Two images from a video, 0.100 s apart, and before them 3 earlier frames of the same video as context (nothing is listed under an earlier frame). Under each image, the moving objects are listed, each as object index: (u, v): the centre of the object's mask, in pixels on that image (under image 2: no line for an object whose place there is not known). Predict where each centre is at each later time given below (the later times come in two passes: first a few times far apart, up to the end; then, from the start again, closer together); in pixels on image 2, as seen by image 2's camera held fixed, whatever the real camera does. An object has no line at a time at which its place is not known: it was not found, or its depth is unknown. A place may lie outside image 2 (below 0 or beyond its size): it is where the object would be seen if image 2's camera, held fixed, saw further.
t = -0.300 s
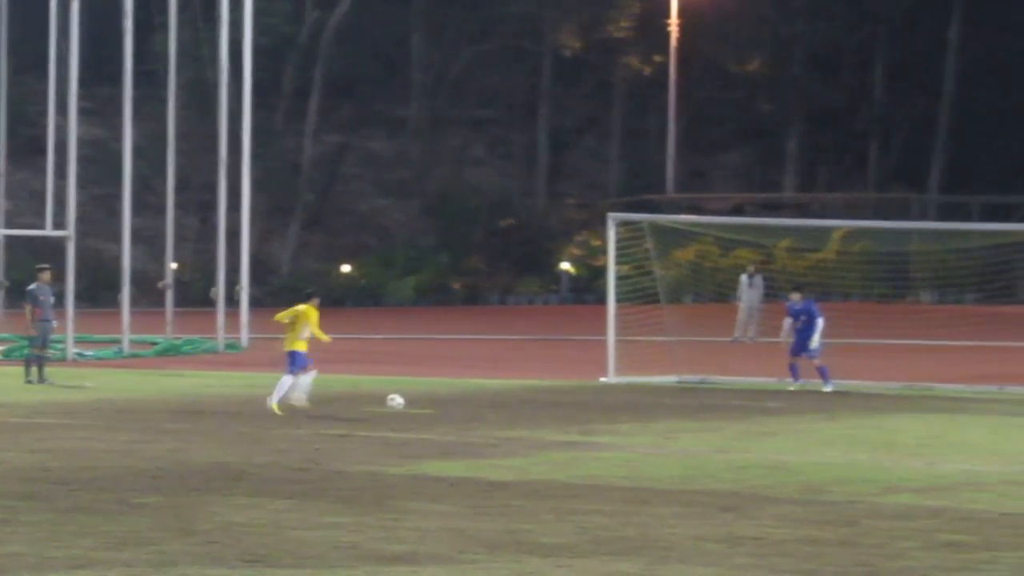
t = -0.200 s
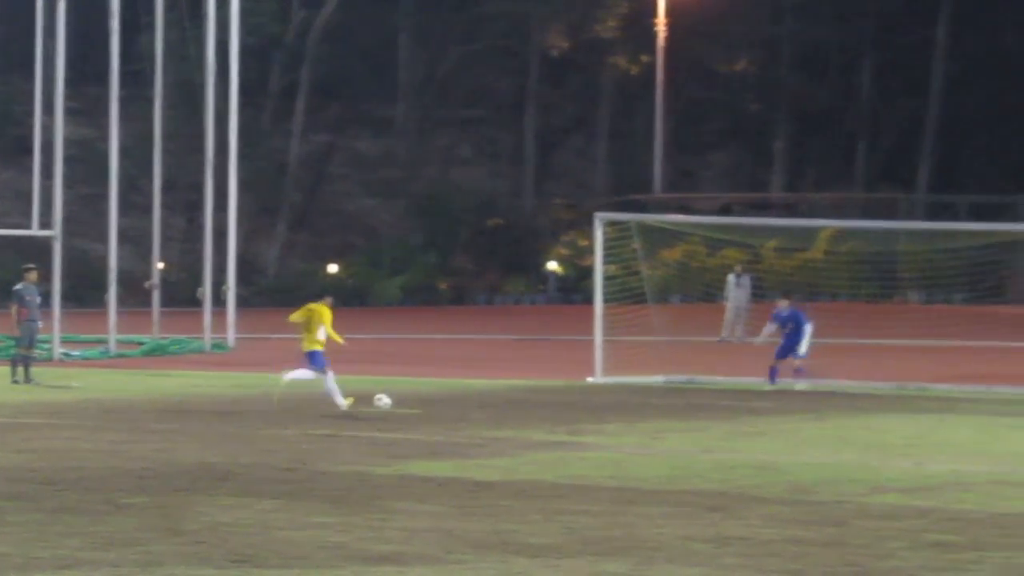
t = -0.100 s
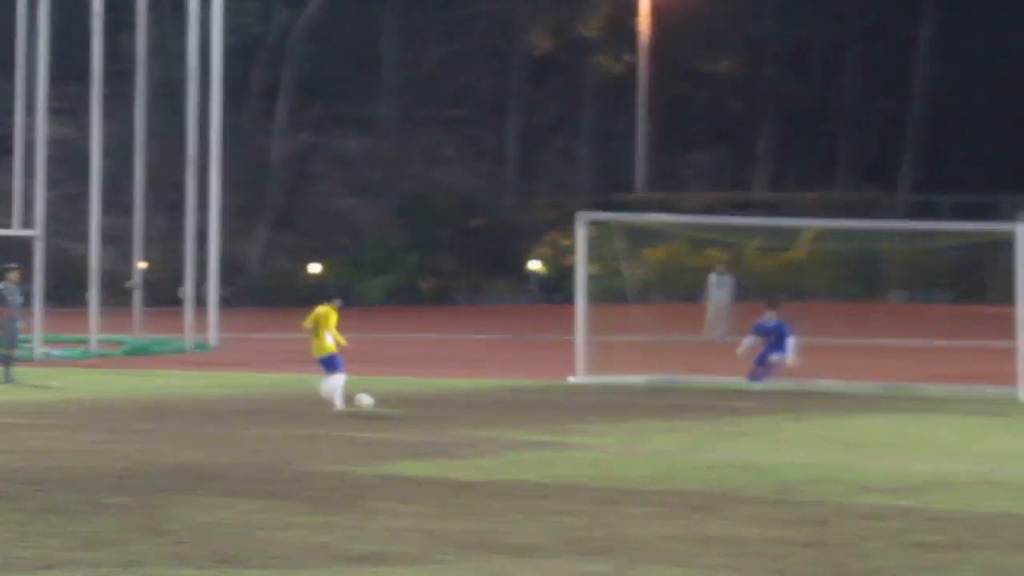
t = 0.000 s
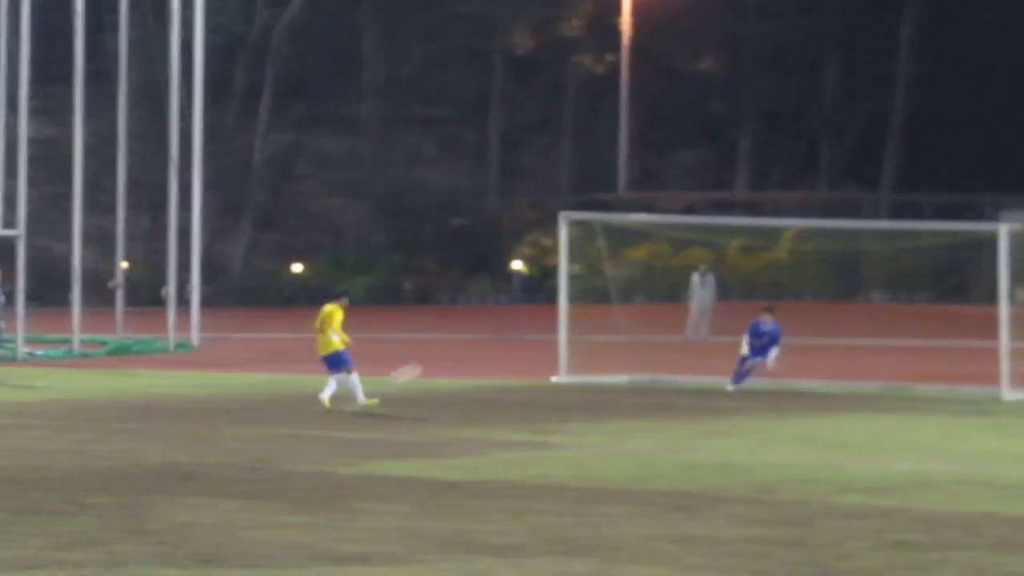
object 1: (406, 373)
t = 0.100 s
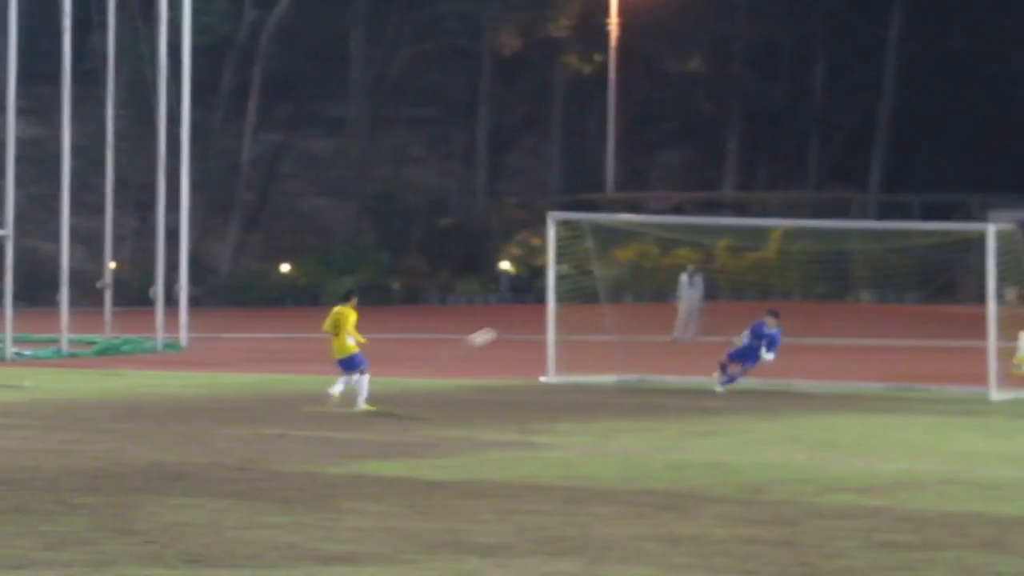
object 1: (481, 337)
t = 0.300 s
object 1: (634, 284)
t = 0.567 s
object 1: (806, 247)
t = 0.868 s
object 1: (890, 269)
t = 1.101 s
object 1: (913, 336)
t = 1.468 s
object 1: (907, 323)
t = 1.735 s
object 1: (888, 334)
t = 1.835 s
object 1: (882, 354)
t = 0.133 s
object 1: (507, 328)
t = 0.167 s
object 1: (533, 318)
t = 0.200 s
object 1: (564, 308)
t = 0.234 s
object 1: (586, 299)
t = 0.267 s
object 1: (610, 291)
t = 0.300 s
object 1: (634, 284)
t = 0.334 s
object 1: (657, 277)
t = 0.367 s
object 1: (680, 271)
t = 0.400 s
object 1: (703, 265)
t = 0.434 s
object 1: (724, 261)
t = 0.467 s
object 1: (745, 257)
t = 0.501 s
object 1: (766, 252)
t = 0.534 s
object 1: (787, 249)
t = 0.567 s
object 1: (806, 247)
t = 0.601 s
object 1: (824, 244)
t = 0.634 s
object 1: (845, 244)
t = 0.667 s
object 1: (862, 242)
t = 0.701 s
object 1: (873, 243)
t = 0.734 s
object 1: (877, 247)
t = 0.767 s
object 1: (880, 252)
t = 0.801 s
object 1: (883, 257)
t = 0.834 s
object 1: (887, 263)
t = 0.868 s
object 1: (890, 269)
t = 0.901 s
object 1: (893, 277)
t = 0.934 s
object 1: (897, 285)
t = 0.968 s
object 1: (899, 294)
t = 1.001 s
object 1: (903, 303)
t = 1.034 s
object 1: (906, 313)
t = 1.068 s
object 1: (910, 325)
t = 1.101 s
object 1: (913, 336)
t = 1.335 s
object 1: (915, 342)
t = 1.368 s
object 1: (913, 335)
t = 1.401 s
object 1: (912, 330)
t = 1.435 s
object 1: (909, 326)
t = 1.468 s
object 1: (907, 323)
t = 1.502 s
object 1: (905, 321)
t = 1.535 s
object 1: (902, 320)
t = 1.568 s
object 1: (900, 321)
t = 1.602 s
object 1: (897, 322)
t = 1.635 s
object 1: (895, 324)
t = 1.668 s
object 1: (893, 327)
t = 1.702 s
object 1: (890, 331)
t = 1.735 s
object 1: (888, 334)
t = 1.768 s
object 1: (885, 340)
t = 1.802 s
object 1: (882, 347)
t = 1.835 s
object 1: (882, 354)
